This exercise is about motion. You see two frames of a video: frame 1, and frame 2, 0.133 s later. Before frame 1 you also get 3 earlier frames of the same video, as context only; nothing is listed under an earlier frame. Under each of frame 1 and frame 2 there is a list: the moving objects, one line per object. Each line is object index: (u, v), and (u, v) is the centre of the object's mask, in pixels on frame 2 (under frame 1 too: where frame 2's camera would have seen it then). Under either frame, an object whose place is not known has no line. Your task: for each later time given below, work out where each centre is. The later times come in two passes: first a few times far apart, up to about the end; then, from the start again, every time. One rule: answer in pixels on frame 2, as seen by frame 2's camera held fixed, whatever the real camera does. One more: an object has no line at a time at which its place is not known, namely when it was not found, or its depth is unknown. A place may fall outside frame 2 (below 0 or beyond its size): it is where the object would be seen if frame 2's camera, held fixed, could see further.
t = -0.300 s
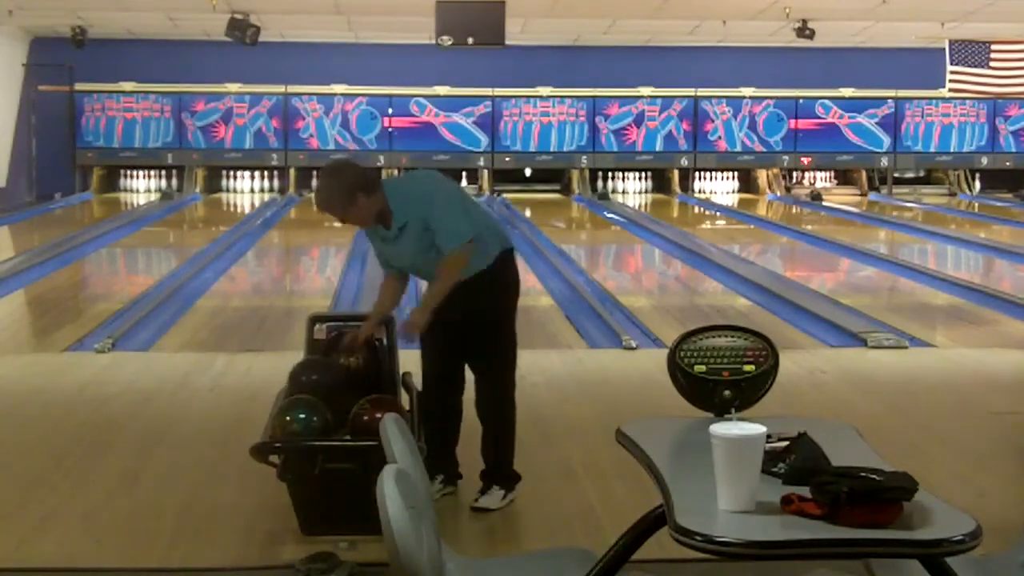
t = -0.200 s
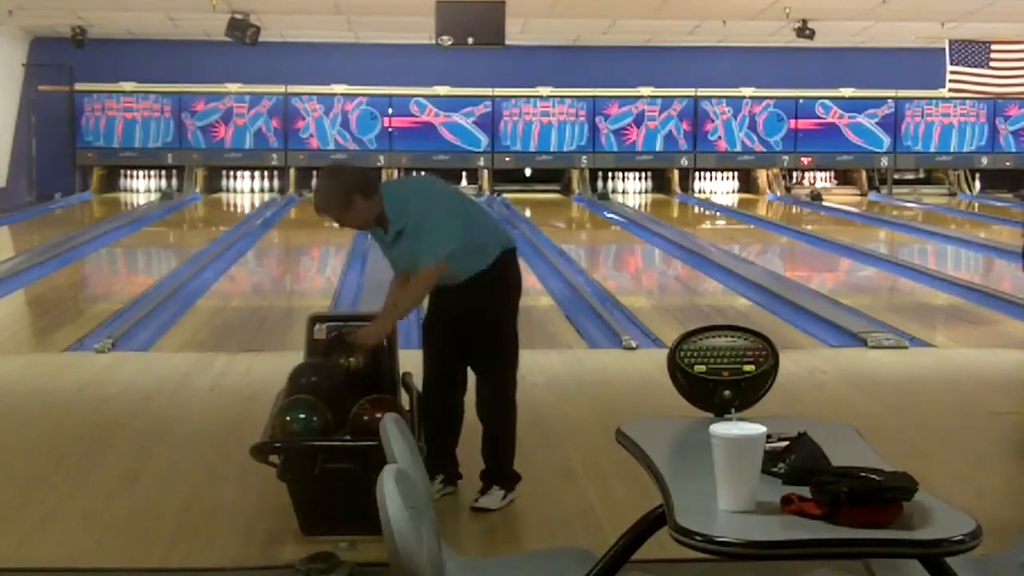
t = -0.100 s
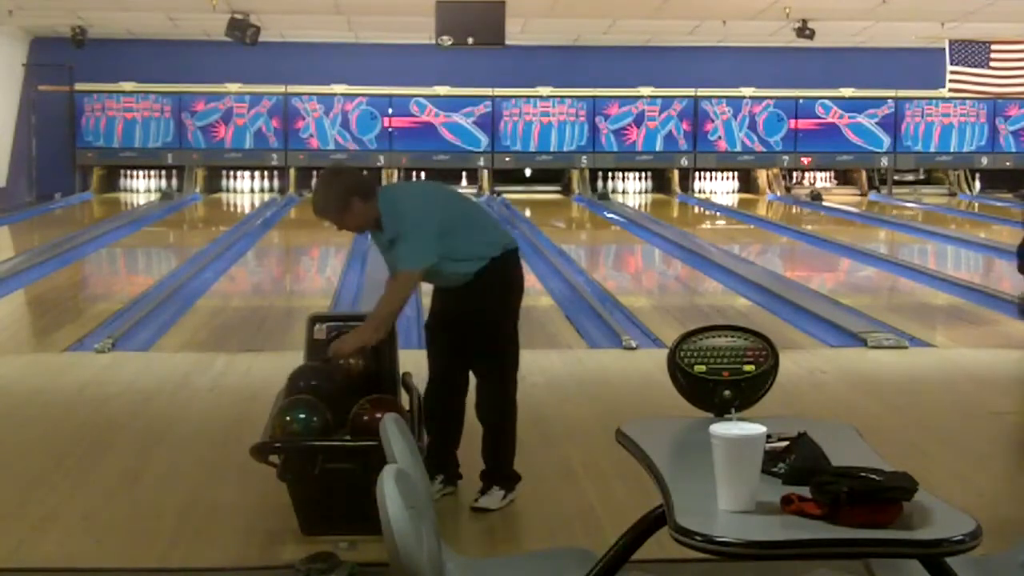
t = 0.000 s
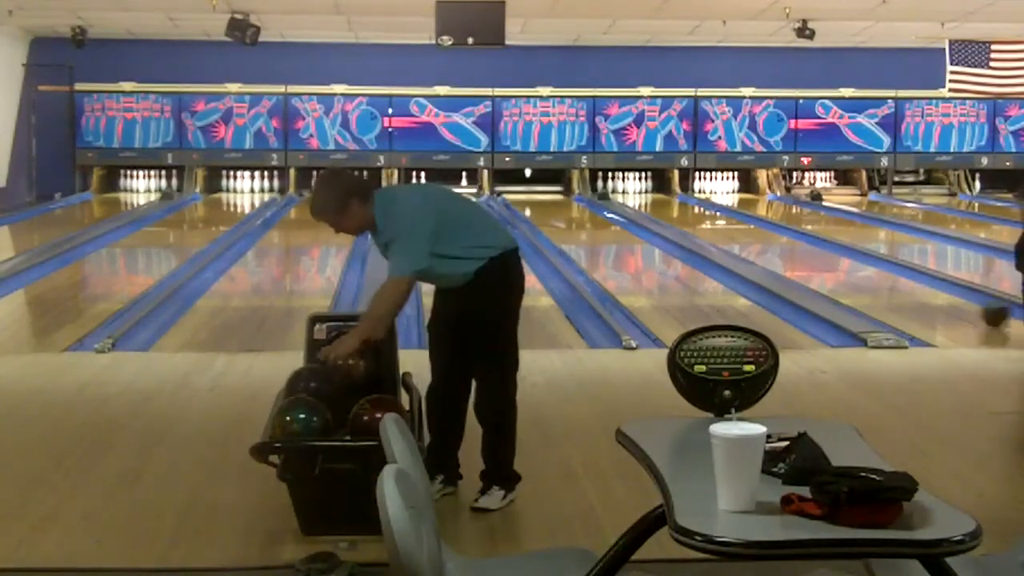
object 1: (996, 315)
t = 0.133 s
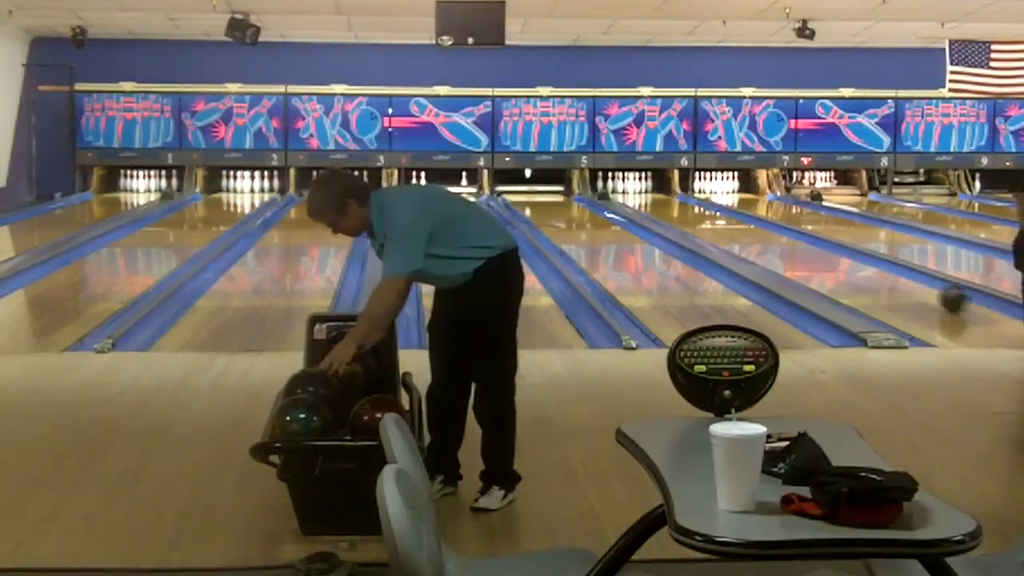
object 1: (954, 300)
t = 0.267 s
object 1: (916, 285)
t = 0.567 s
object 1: (849, 264)
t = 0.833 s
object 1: (801, 247)
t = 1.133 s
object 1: (758, 234)
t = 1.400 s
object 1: (727, 223)
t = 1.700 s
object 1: (697, 213)
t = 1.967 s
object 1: (674, 206)
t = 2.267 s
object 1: (652, 199)
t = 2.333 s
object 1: (648, 198)
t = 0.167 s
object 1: (943, 294)
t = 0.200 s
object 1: (933, 292)
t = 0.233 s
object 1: (924, 288)
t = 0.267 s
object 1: (916, 285)
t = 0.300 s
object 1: (907, 282)
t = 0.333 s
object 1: (900, 280)
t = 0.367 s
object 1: (892, 277)
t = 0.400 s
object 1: (884, 274)
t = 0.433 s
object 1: (876, 271)
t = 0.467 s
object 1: (870, 270)
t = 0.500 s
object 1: (862, 267)
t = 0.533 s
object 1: (856, 265)
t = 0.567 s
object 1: (849, 264)
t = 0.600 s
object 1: (843, 261)
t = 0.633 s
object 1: (836, 259)
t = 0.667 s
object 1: (830, 257)
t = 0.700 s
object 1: (824, 255)
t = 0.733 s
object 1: (818, 253)
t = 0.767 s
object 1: (812, 251)
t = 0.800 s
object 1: (807, 249)
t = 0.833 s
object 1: (801, 247)
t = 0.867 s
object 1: (796, 245)
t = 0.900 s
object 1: (791, 244)
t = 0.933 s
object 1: (786, 242)
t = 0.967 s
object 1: (781, 241)
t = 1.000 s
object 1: (776, 239)
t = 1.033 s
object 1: (772, 238)
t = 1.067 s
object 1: (767, 237)
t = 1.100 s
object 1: (763, 235)
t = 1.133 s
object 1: (758, 234)
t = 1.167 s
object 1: (754, 232)
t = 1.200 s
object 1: (750, 231)
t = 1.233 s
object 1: (746, 229)
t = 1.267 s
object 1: (742, 228)
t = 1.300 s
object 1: (738, 227)
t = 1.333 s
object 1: (734, 225)
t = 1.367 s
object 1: (731, 225)
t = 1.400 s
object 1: (727, 223)
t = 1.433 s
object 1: (723, 222)
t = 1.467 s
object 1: (719, 219)
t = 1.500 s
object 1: (716, 219)
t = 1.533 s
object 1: (713, 217)
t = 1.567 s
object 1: (709, 217)
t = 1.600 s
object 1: (706, 216)
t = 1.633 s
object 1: (703, 215)
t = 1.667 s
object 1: (699, 214)
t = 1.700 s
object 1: (697, 213)
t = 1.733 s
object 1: (694, 212)
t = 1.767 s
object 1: (691, 211)
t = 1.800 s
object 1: (687, 210)
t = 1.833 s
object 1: (684, 209)
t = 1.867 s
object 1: (683, 209)
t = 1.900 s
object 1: (680, 208)
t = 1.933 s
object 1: (677, 206)
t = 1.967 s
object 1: (674, 206)
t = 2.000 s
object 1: (672, 206)
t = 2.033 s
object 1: (670, 204)
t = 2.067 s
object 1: (667, 203)
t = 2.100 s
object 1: (665, 204)
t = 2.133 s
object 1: (661, 204)
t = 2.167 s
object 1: (659, 201)
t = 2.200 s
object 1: (657, 200)
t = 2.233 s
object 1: (655, 200)
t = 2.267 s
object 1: (652, 199)
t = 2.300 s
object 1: (650, 199)
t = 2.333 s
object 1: (648, 198)
